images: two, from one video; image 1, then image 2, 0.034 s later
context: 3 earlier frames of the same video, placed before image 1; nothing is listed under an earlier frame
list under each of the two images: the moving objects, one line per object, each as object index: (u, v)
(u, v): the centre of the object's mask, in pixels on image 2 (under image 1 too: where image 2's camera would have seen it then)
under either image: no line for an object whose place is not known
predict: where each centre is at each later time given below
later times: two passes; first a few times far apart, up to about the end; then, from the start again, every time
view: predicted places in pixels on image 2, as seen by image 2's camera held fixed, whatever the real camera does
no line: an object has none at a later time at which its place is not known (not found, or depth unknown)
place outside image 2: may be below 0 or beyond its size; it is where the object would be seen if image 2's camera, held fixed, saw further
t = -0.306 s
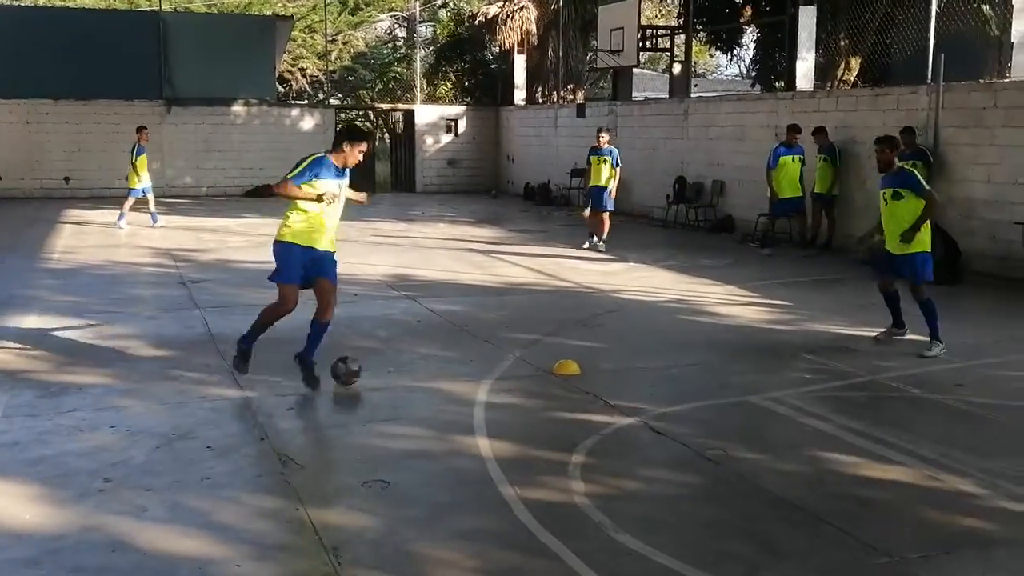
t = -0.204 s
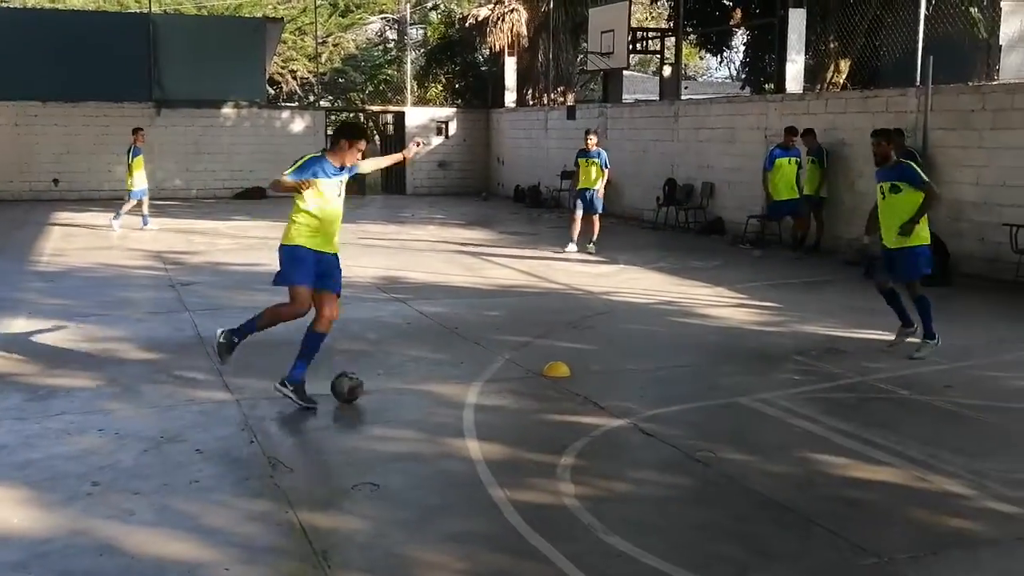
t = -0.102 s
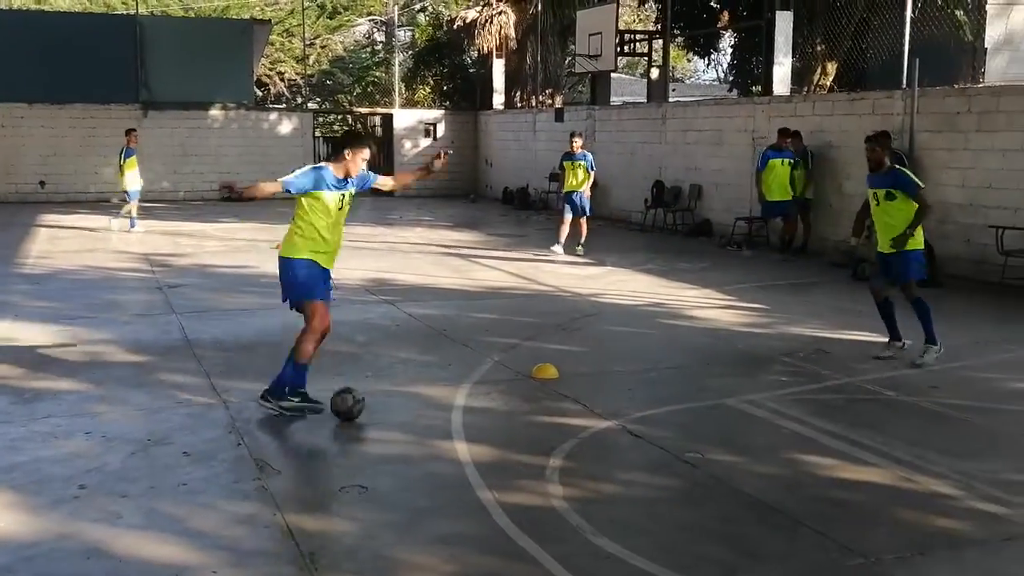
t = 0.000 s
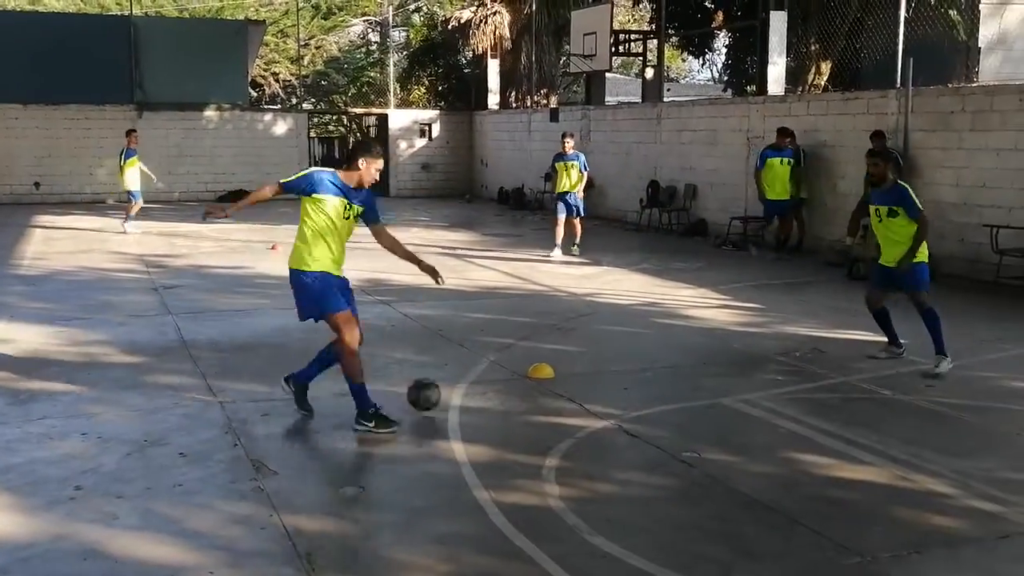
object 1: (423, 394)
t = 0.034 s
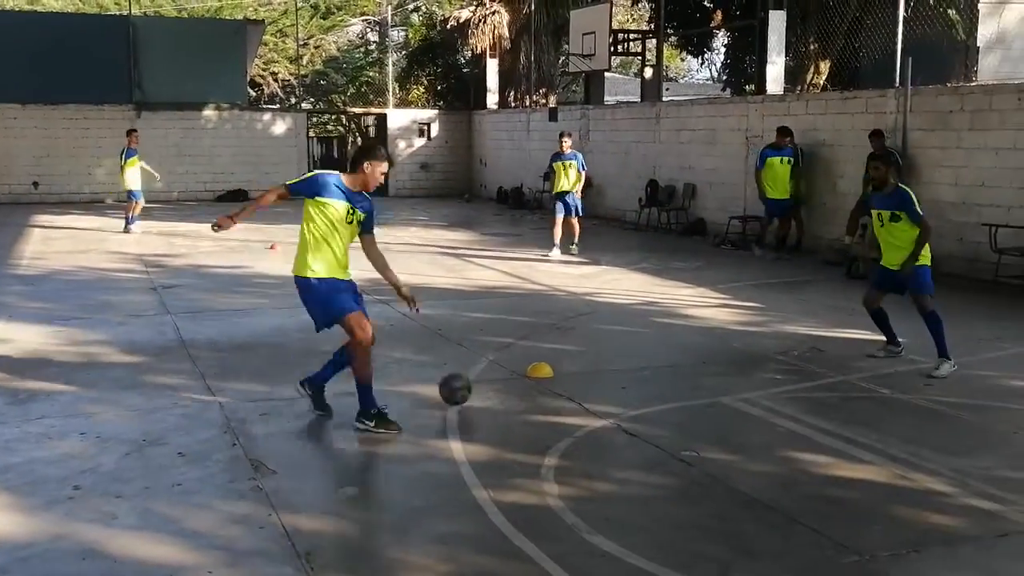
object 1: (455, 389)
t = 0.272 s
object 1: (641, 369)
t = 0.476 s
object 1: (767, 358)
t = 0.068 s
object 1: (486, 387)
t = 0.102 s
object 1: (516, 384)
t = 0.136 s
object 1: (542, 379)
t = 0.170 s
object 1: (568, 377)
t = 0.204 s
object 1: (595, 376)
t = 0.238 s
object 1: (618, 373)
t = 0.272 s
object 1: (641, 369)
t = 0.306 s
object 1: (663, 369)
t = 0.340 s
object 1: (685, 366)
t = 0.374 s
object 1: (706, 363)
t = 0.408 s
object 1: (726, 362)
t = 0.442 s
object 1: (748, 360)
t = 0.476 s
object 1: (767, 358)
